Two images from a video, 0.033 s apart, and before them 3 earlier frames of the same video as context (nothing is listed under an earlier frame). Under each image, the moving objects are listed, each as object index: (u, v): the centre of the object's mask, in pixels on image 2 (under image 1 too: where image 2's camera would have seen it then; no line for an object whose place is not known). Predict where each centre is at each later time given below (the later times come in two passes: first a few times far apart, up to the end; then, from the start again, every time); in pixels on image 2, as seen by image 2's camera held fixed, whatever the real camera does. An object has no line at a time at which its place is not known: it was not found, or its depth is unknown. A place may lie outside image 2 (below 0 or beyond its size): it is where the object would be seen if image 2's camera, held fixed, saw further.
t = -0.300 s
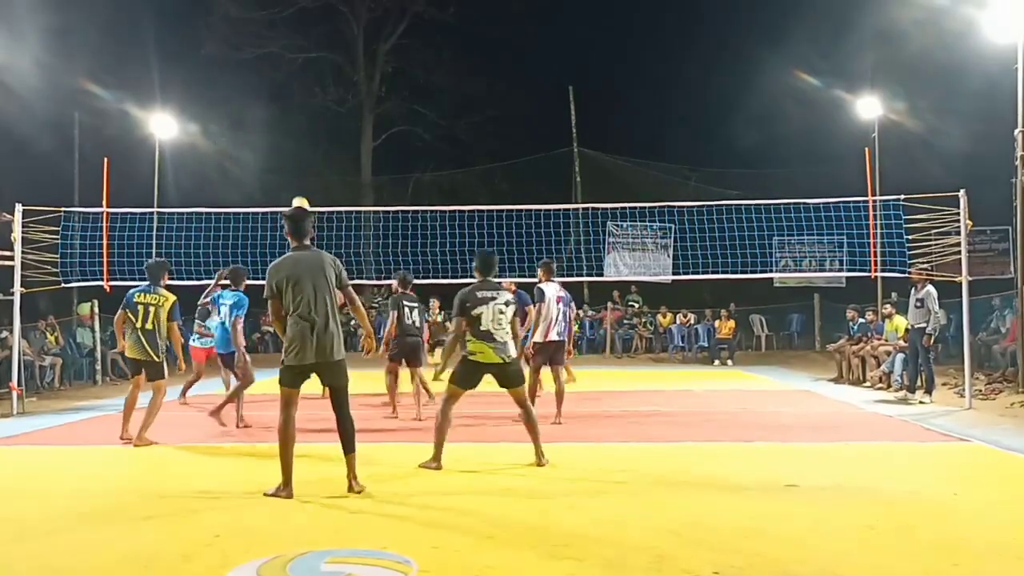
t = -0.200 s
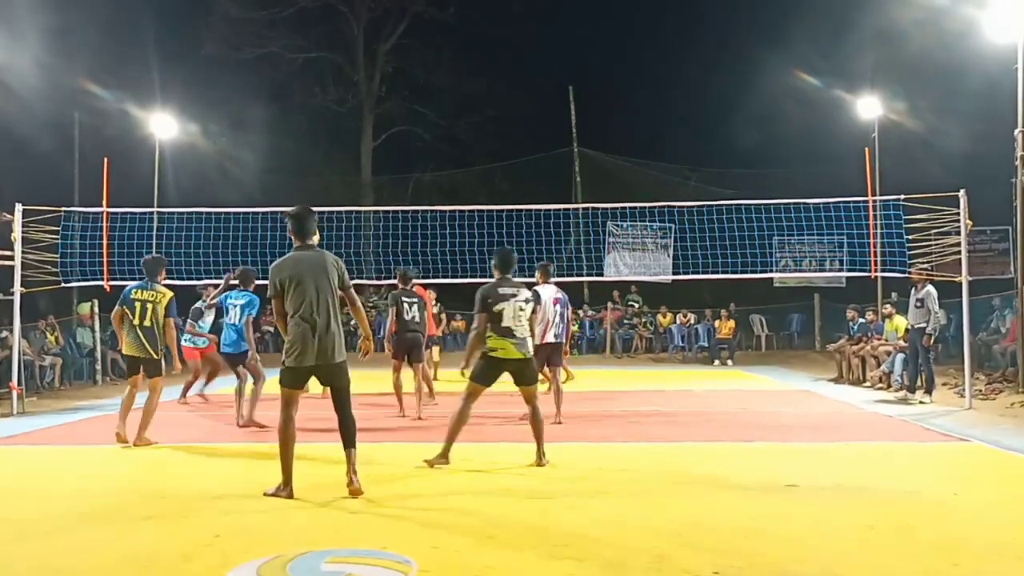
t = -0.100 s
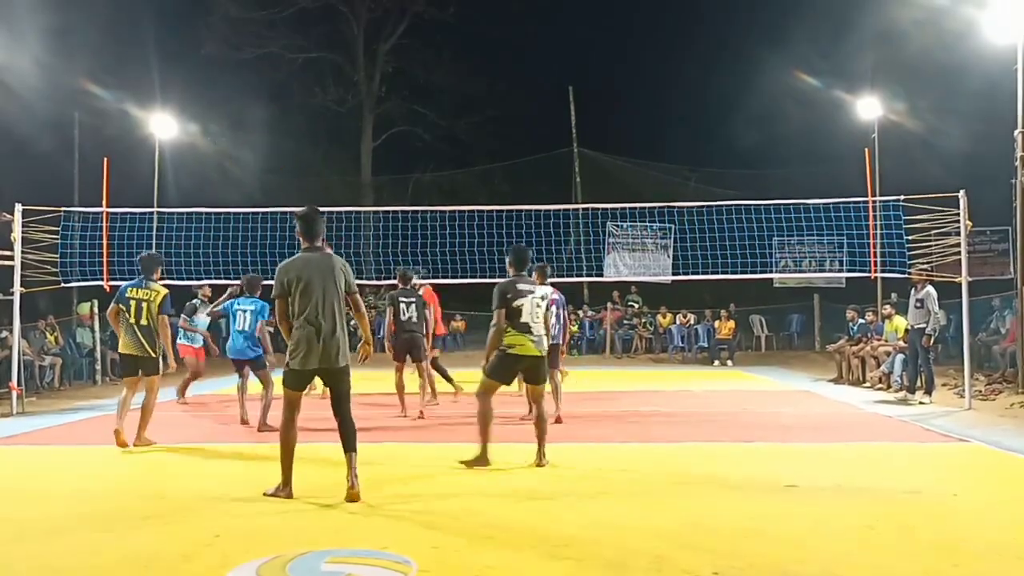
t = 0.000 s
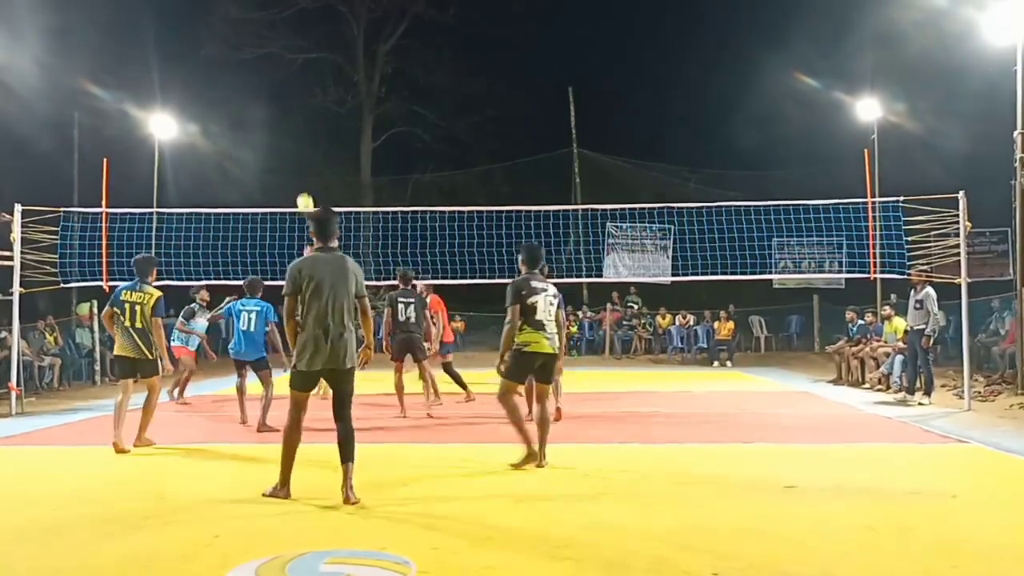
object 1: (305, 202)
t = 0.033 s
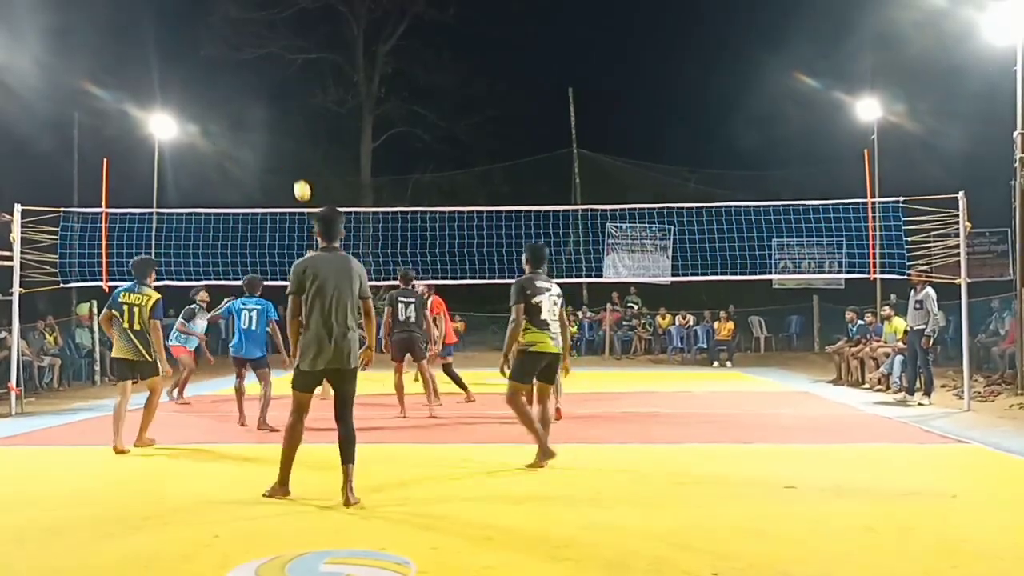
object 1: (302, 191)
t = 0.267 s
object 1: (279, 116)
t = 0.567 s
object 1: (249, 79)
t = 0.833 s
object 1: (220, 102)
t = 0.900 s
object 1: (213, 117)
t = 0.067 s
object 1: (299, 177)
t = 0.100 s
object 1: (296, 165)
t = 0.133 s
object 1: (293, 154)
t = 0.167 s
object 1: (289, 144)
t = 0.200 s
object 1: (286, 134)
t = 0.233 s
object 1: (283, 125)
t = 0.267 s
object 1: (279, 116)
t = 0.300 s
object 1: (276, 109)
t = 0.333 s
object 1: (273, 102)
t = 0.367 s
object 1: (269, 97)
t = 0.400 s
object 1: (266, 91)
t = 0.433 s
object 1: (263, 87)
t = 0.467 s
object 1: (259, 84)
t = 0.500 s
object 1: (256, 82)
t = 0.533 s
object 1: (252, 80)
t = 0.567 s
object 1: (249, 79)
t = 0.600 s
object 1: (245, 79)
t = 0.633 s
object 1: (242, 79)
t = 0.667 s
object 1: (238, 81)
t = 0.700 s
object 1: (235, 84)
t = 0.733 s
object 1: (232, 87)
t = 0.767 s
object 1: (228, 91)
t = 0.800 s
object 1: (224, 96)
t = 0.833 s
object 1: (220, 102)
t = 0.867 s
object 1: (217, 109)
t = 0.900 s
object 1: (213, 117)
